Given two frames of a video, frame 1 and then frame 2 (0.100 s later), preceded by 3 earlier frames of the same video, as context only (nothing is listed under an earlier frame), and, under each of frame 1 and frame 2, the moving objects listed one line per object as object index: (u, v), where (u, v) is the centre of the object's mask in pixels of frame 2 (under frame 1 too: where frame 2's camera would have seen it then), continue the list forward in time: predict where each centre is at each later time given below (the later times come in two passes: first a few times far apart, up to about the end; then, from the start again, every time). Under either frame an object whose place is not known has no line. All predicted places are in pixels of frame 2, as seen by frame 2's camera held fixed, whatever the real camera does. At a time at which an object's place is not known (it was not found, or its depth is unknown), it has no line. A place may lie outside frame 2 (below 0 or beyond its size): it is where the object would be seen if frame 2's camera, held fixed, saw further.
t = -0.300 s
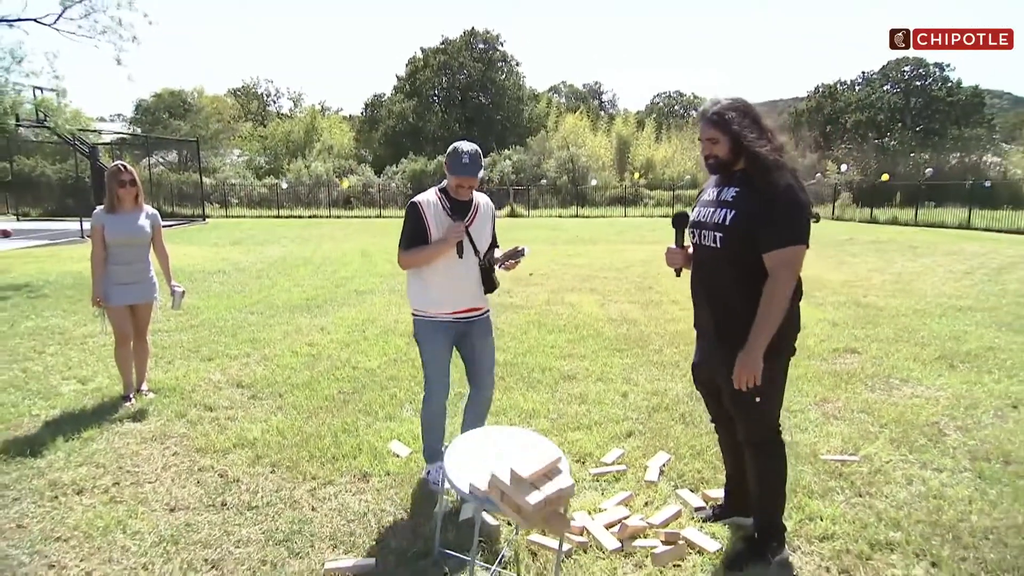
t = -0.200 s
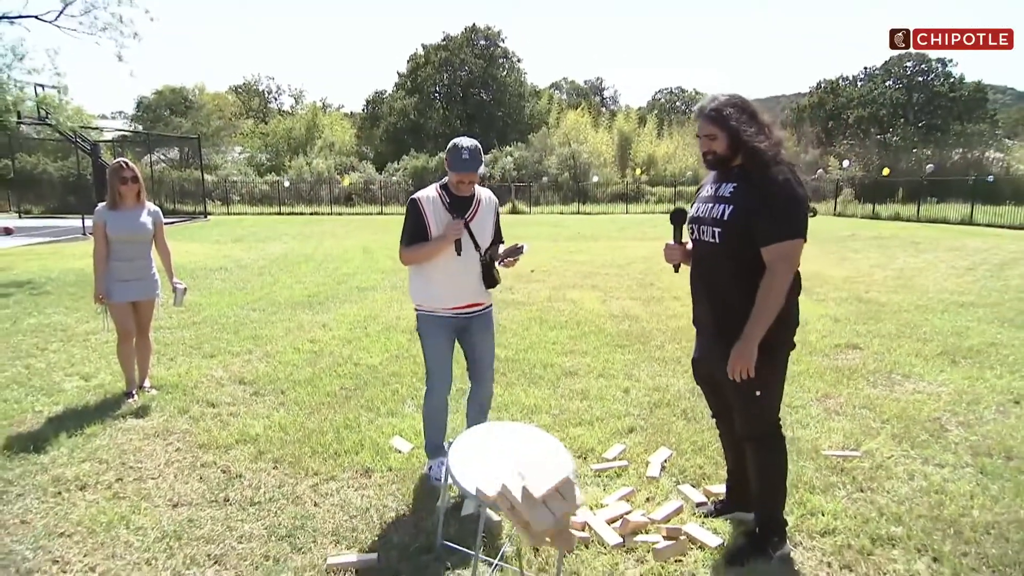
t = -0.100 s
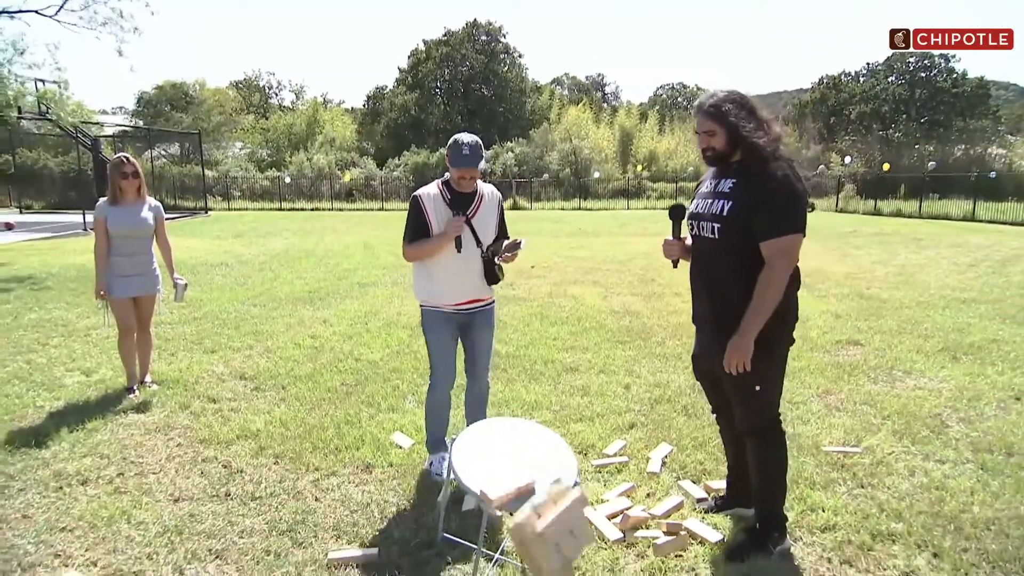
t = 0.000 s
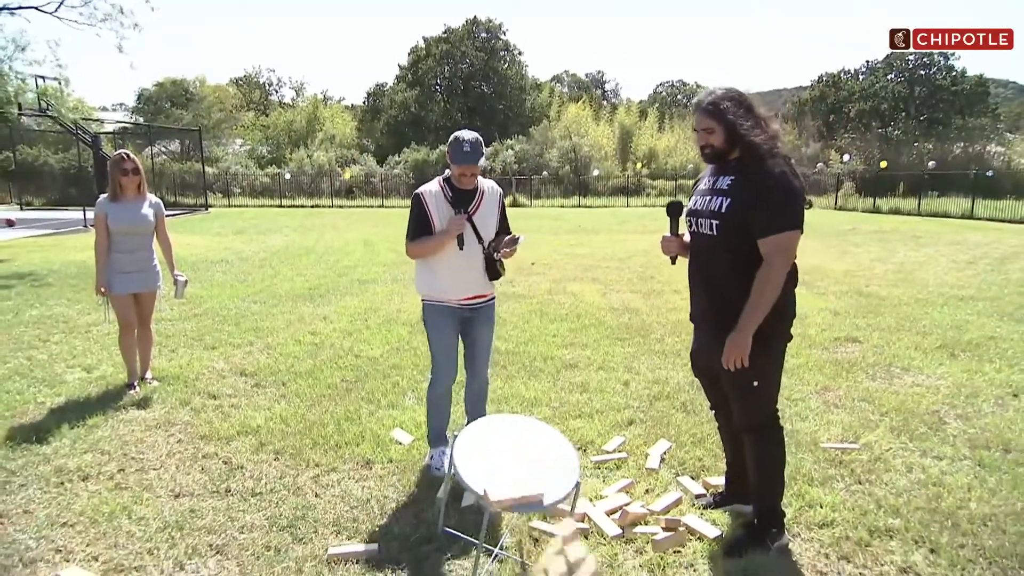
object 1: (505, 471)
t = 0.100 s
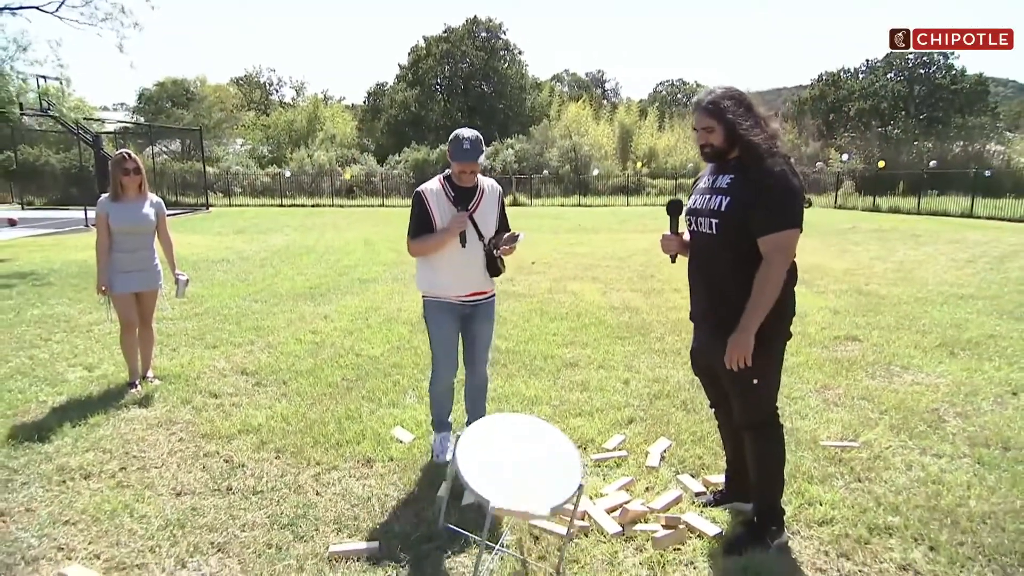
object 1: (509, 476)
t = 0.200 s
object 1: (512, 477)
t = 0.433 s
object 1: (525, 491)
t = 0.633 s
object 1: (553, 517)
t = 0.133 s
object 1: (510, 477)
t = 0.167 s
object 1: (511, 477)
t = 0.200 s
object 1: (512, 477)
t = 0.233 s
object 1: (513, 479)
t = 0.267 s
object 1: (513, 480)
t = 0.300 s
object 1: (515, 482)
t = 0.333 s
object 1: (517, 483)
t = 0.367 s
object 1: (519, 486)
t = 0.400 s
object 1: (522, 487)
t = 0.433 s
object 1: (525, 491)
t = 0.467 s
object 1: (529, 495)
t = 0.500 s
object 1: (535, 499)
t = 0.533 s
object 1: (538, 505)
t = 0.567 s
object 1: (545, 510)
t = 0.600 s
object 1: (554, 513)
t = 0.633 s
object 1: (553, 517)
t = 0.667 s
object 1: (557, 521)
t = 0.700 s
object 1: (563, 526)
